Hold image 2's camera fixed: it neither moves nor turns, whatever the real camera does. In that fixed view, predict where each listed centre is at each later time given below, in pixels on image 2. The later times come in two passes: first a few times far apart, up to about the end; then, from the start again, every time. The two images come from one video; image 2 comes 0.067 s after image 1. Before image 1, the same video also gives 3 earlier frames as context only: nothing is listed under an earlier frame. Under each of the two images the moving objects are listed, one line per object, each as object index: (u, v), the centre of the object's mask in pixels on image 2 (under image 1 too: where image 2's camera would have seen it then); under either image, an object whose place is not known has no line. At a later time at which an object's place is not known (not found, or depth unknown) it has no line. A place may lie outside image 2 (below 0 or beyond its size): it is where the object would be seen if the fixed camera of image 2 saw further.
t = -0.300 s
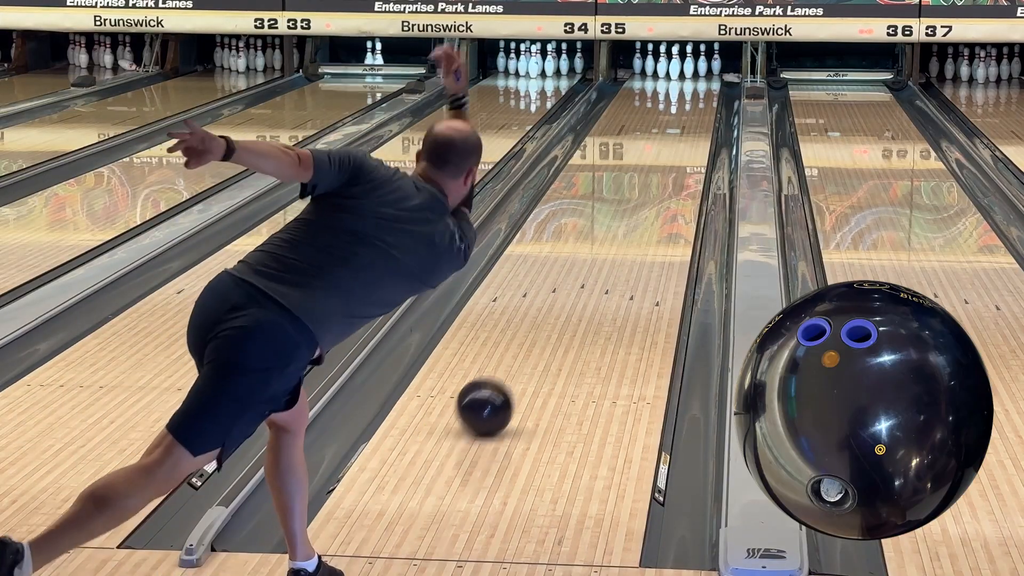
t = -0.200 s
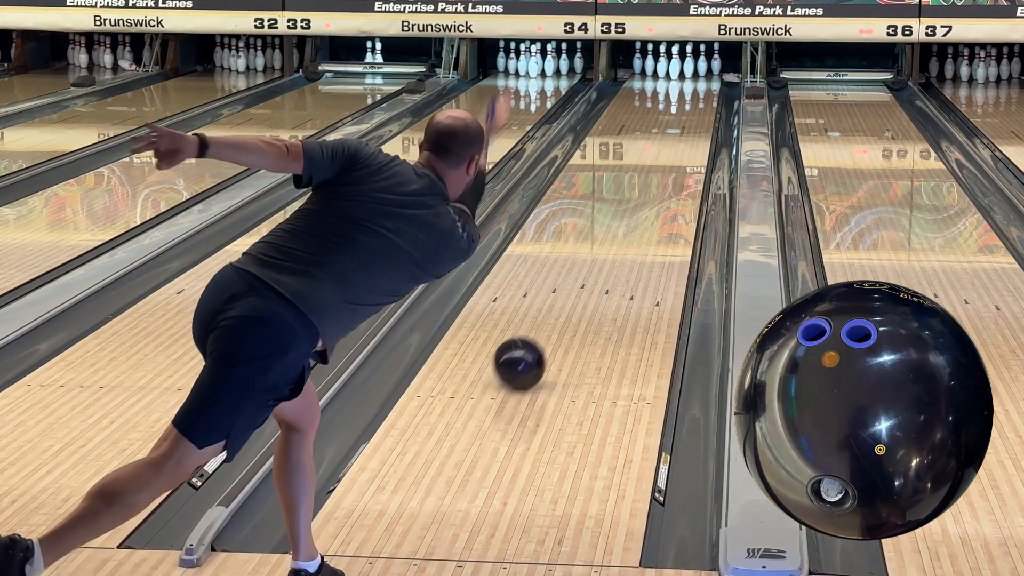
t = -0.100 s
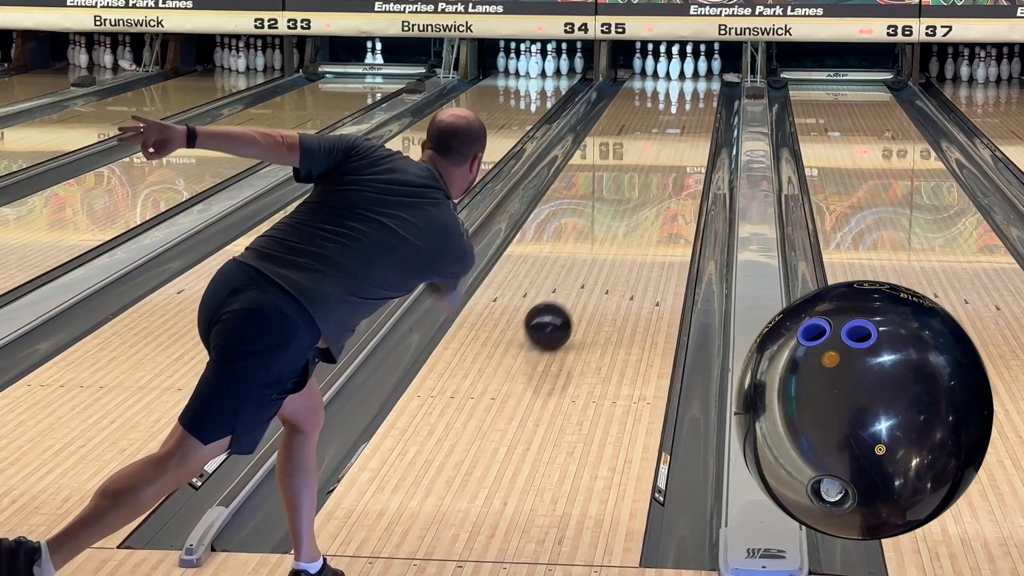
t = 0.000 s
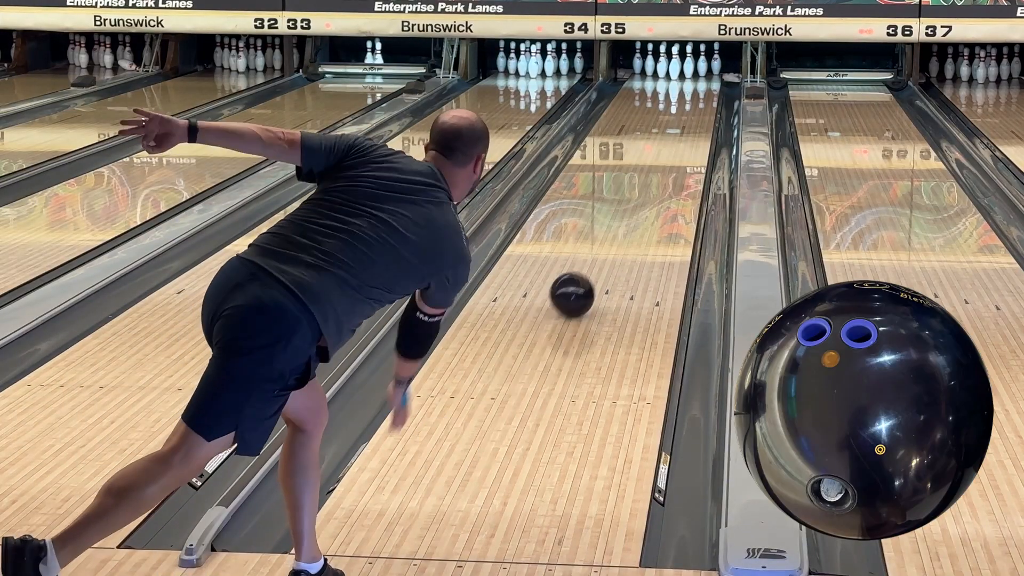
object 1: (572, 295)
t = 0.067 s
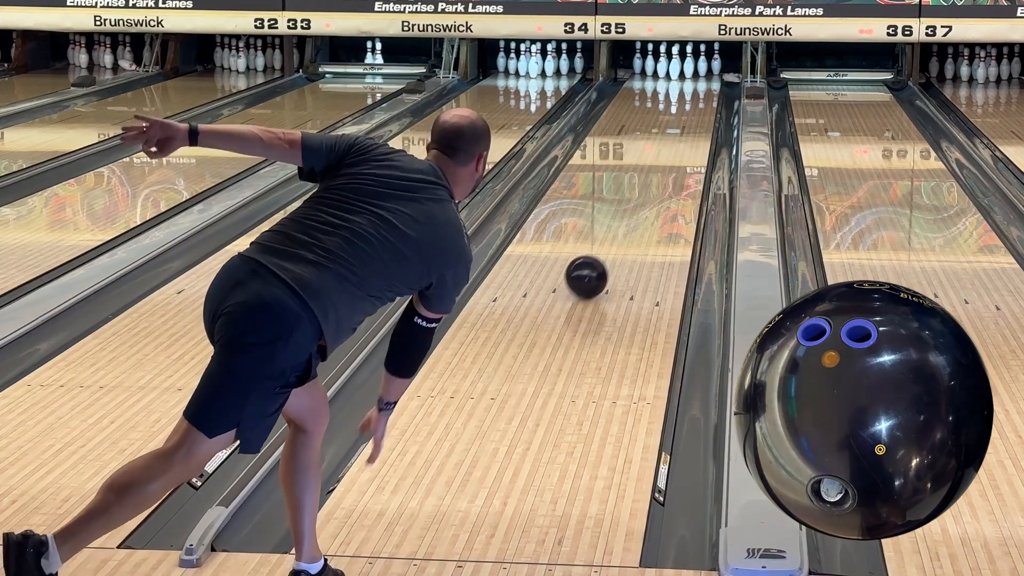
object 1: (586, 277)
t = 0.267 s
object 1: (621, 232)
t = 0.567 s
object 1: (658, 181)
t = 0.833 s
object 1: (680, 149)
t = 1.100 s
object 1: (695, 123)
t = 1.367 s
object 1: (700, 103)
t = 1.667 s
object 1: (694, 86)
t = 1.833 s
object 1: (687, 77)
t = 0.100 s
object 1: (593, 269)
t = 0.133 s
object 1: (599, 261)
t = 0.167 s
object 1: (605, 253)
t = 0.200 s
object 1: (610, 246)
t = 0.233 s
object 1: (616, 239)
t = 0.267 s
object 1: (621, 232)
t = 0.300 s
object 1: (626, 226)
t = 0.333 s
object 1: (630, 219)
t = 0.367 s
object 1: (635, 213)
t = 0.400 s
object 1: (639, 207)
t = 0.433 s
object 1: (643, 202)
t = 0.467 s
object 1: (647, 196)
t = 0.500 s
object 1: (651, 191)
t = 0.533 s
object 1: (655, 186)
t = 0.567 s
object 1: (658, 181)
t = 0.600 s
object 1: (661, 177)
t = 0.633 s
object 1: (664, 172)
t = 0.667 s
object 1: (667, 168)
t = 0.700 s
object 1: (670, 164)
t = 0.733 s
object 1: (673, 160)
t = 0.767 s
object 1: (675, 156)
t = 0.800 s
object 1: (678, 152)
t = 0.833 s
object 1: (680, 149)
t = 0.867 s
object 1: (683, 145)
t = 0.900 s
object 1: (685, 142)
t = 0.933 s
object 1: (687, 138)
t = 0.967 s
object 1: (688, 135)
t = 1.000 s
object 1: (690, 132)
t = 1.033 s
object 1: (692, 129)
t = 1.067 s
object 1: (693, 126)
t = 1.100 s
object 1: (695, 123)
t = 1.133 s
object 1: (696, 120)
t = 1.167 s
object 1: (697, 118)
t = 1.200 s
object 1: (698, 115)
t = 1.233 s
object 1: (699, 113)
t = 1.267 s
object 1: (699, 110)
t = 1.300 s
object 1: (700, 108)
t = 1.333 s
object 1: (700, 105)
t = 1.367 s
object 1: (700, 103)
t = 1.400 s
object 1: (700, 101)
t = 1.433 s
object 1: (700, 99)
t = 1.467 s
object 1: (699, 96)
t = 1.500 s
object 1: (699, 94)
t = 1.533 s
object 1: (698, 92)
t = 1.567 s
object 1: (697, 91)
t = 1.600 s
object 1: (697, 89)
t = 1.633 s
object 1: (695, 87)
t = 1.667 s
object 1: (694, 86)
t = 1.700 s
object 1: (693, 84)
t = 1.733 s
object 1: (692, 82)
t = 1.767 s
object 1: (690, 80)
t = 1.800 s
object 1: (689, 79)
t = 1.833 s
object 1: (687, 77)
